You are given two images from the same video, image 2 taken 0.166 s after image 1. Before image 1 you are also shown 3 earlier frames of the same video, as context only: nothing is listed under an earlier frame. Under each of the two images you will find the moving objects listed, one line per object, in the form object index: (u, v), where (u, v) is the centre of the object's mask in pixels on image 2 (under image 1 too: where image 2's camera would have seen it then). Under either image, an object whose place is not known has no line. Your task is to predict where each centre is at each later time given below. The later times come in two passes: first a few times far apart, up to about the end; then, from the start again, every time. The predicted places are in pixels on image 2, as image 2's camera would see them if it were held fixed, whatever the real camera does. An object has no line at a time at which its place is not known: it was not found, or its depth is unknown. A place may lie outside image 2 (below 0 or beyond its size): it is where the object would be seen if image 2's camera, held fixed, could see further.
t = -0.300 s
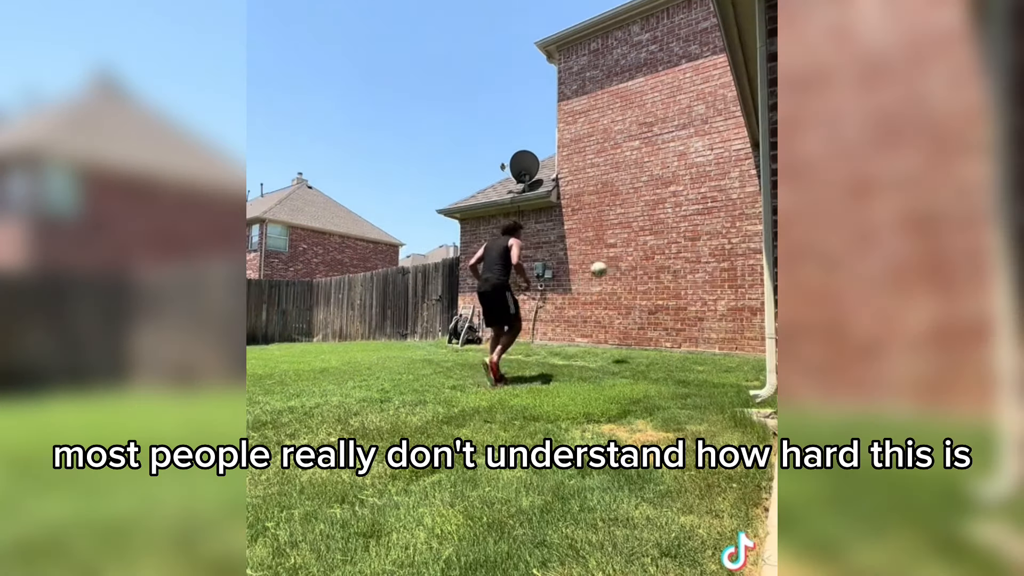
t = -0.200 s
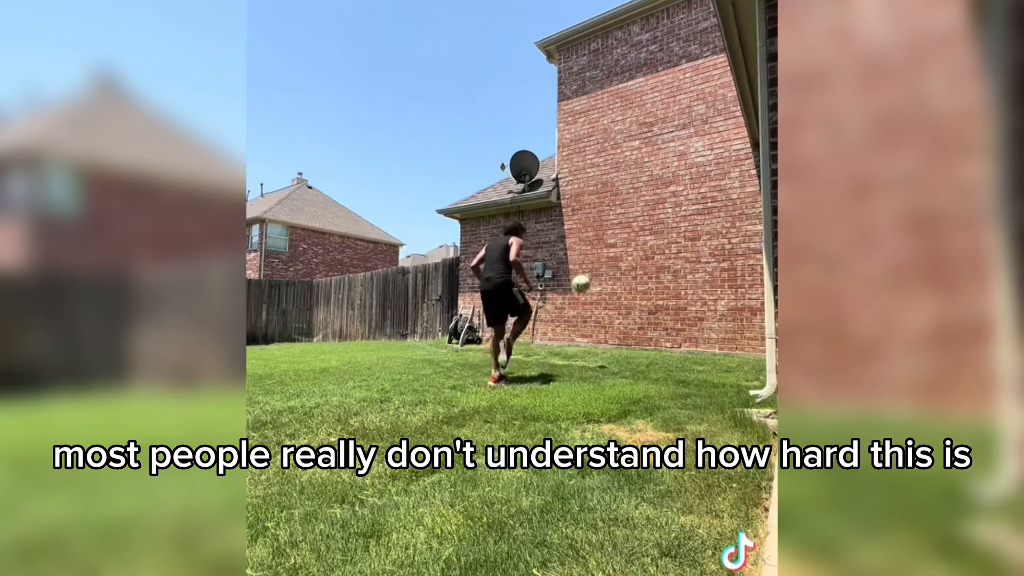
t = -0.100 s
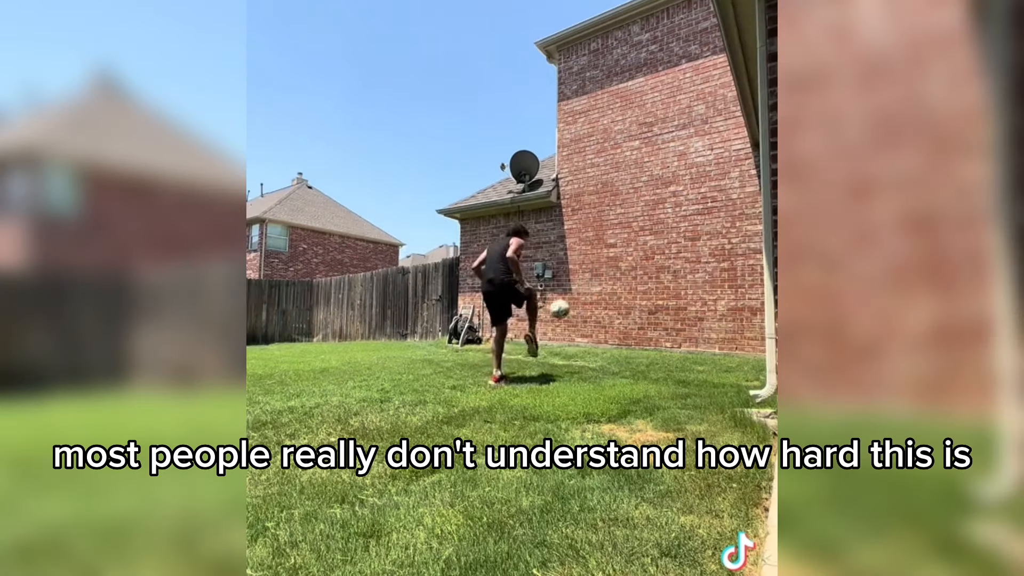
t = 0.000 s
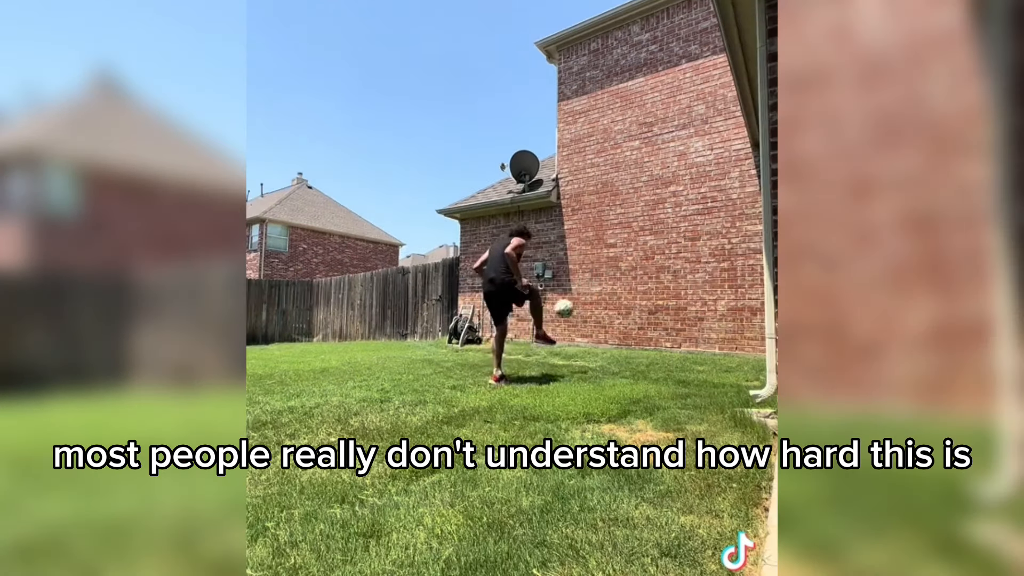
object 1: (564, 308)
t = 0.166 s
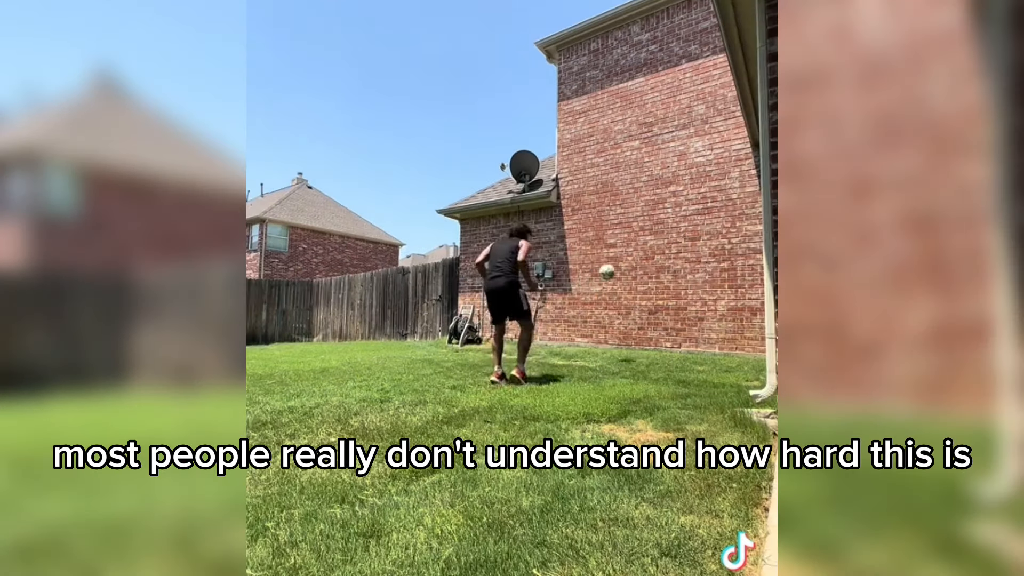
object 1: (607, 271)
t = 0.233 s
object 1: (621, 265)
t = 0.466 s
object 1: (621, 256)
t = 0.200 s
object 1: (614, 267)
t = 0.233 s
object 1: (621, 265)
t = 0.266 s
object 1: (627, 263)
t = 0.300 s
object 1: (632, 262)
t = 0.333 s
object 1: (633, 260)
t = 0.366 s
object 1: (630, 259)
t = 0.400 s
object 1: (627, 257)
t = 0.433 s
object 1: (624, 257)
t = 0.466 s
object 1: (621, 256)
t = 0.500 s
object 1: (616, 257)
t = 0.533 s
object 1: (613, 258)
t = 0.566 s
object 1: (608, 261)
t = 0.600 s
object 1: (604, 265)
